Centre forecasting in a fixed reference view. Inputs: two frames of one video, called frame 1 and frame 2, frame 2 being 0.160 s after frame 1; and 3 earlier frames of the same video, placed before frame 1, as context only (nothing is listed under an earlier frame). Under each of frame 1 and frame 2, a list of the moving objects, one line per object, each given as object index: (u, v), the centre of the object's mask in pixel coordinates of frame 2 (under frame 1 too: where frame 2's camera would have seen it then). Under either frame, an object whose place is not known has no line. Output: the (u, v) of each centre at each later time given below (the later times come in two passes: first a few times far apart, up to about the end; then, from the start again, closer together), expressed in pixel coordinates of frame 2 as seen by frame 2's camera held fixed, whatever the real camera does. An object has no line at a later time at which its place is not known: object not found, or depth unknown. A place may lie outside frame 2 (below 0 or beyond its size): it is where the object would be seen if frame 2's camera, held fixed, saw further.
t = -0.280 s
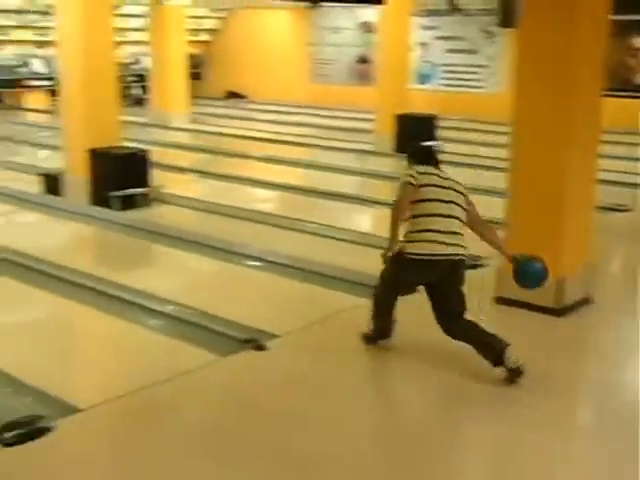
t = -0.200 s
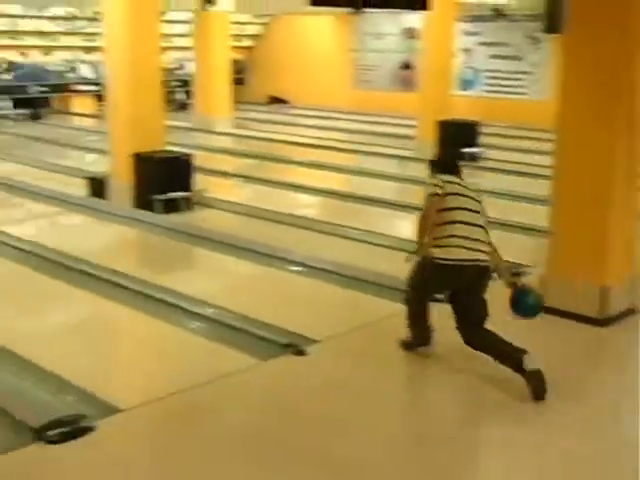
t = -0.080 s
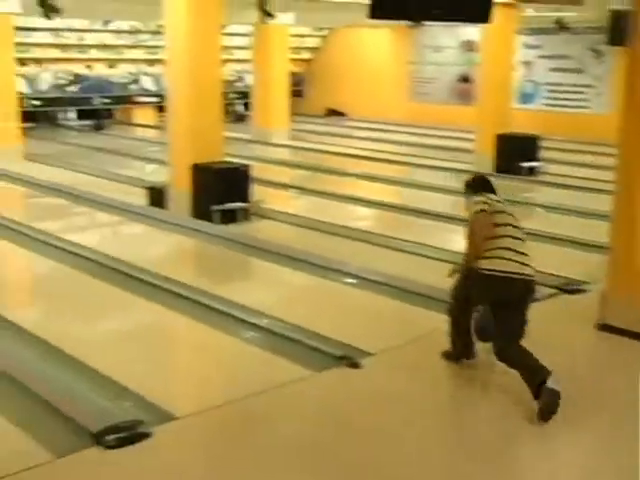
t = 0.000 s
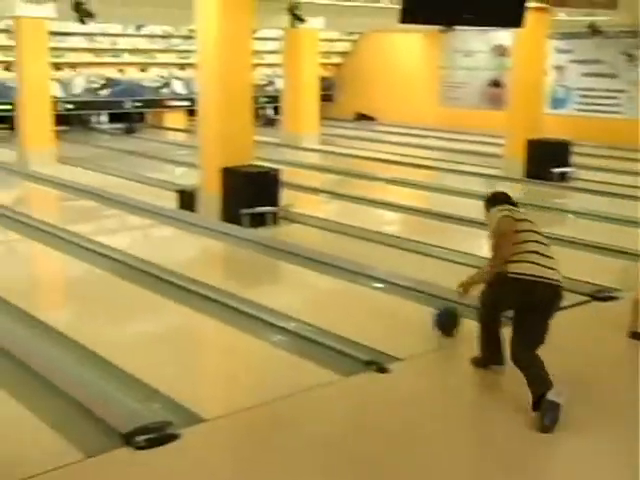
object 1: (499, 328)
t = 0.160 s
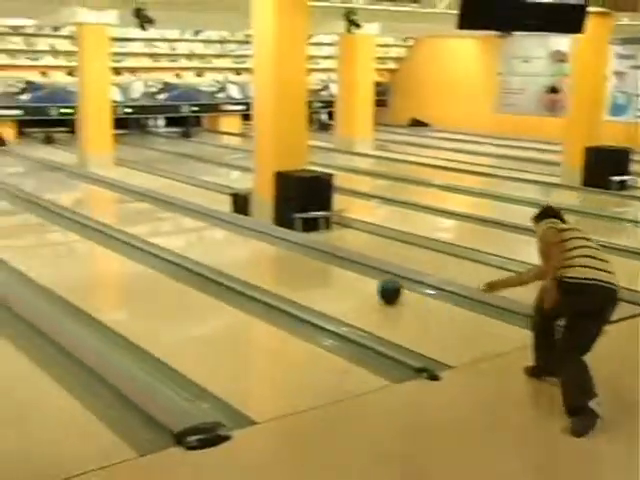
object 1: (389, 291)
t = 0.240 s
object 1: (344, 276)
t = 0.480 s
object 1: (239, 241)
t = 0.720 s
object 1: (161, 214)
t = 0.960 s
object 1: (103, 194)
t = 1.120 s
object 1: (73, 186)
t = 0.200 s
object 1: (367, 283)
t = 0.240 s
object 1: (344, 276)
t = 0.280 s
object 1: (325, 270)
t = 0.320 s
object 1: (306, 263)
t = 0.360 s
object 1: (288, 257)
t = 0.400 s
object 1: (271, 251)
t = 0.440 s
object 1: (254, 246)
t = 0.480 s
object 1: (239, 241)
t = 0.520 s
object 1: (225, 236)
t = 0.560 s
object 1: (211, 231)
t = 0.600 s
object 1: (199, 227)
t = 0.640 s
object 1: (185, 222)
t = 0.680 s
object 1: (173, 218)
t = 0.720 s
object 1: (161, 214)
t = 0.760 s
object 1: (150, 210)
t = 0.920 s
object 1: (112, 197)
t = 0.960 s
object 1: (103, 194)
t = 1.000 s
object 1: (95, 192)
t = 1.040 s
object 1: (87, 190)
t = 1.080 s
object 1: (81, 188)
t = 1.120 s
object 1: (73, 186)
